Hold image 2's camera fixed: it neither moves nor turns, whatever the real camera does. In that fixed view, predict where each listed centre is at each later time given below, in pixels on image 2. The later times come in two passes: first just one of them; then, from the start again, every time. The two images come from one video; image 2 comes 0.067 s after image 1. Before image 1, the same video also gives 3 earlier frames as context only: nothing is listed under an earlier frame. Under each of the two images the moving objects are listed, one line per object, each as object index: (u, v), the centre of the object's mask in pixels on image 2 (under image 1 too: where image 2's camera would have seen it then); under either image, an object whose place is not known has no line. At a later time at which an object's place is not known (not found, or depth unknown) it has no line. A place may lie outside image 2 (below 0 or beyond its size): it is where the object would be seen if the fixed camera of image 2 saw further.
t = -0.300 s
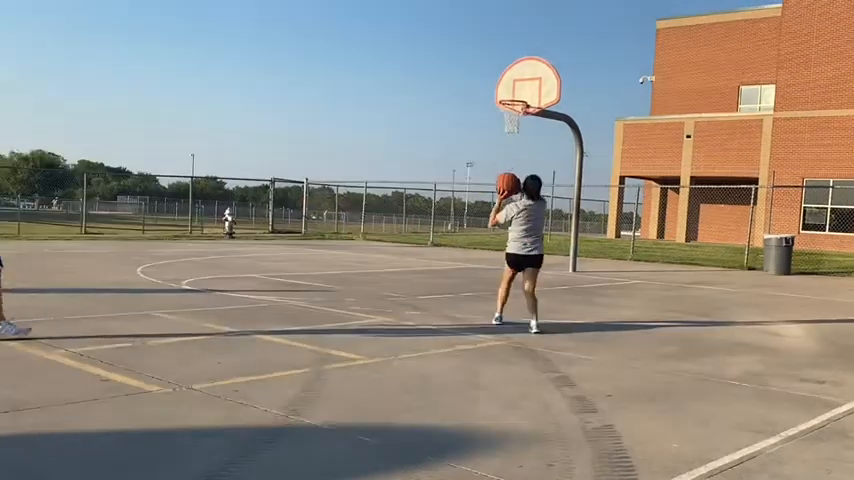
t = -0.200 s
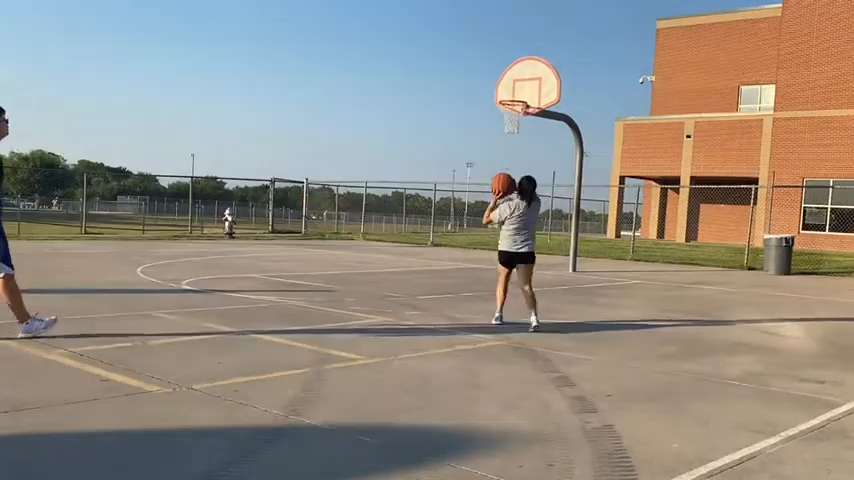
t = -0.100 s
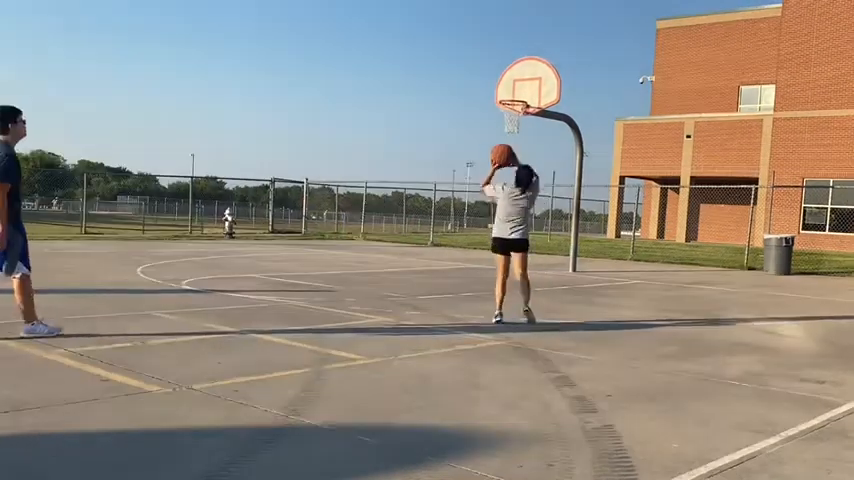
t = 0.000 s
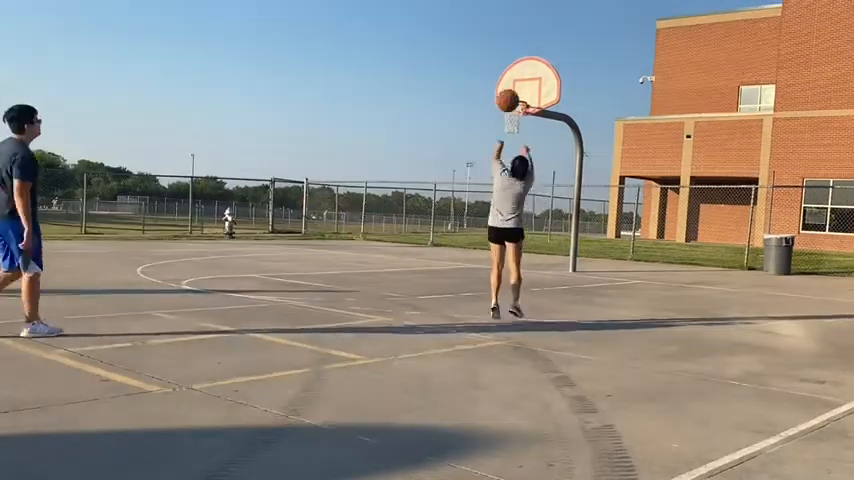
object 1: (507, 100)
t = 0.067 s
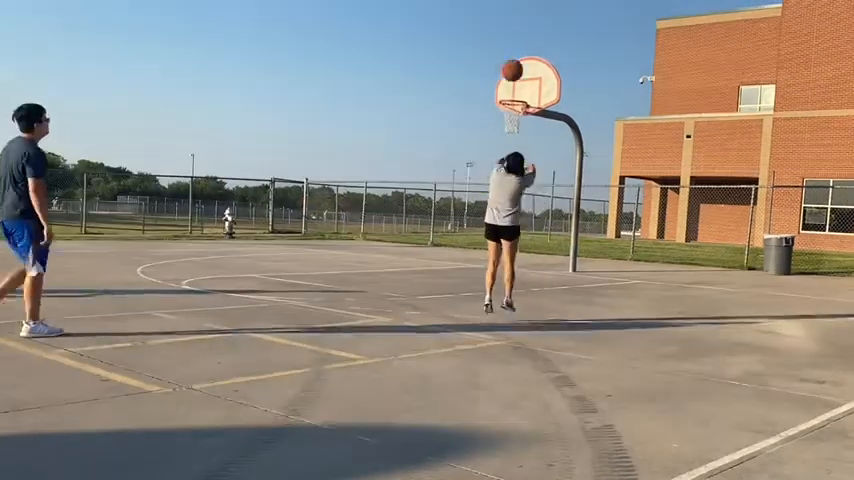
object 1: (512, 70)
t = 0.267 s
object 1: (522, 15)
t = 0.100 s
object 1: (514, 57)
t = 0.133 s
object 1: (516, 46)
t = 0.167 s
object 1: (518, 36)
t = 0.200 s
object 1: (519, 28)
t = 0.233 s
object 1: (521, 21)
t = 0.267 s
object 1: (522, 15)
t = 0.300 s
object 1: (523, 10)
